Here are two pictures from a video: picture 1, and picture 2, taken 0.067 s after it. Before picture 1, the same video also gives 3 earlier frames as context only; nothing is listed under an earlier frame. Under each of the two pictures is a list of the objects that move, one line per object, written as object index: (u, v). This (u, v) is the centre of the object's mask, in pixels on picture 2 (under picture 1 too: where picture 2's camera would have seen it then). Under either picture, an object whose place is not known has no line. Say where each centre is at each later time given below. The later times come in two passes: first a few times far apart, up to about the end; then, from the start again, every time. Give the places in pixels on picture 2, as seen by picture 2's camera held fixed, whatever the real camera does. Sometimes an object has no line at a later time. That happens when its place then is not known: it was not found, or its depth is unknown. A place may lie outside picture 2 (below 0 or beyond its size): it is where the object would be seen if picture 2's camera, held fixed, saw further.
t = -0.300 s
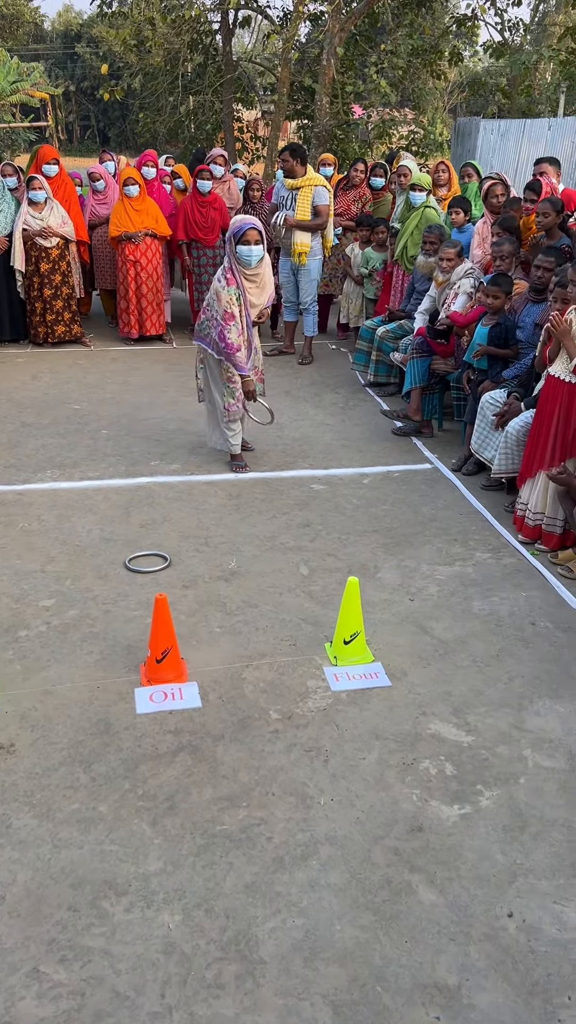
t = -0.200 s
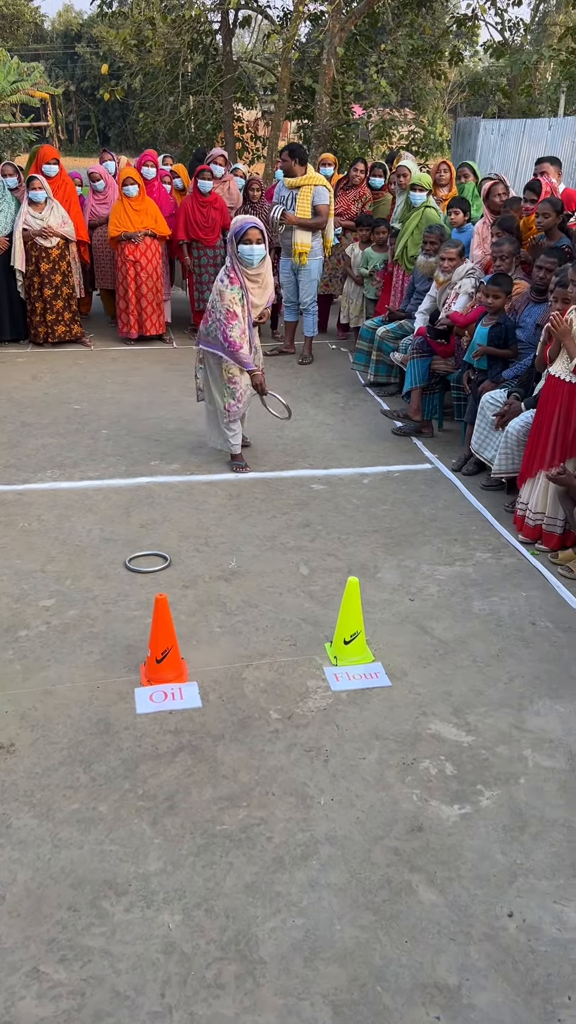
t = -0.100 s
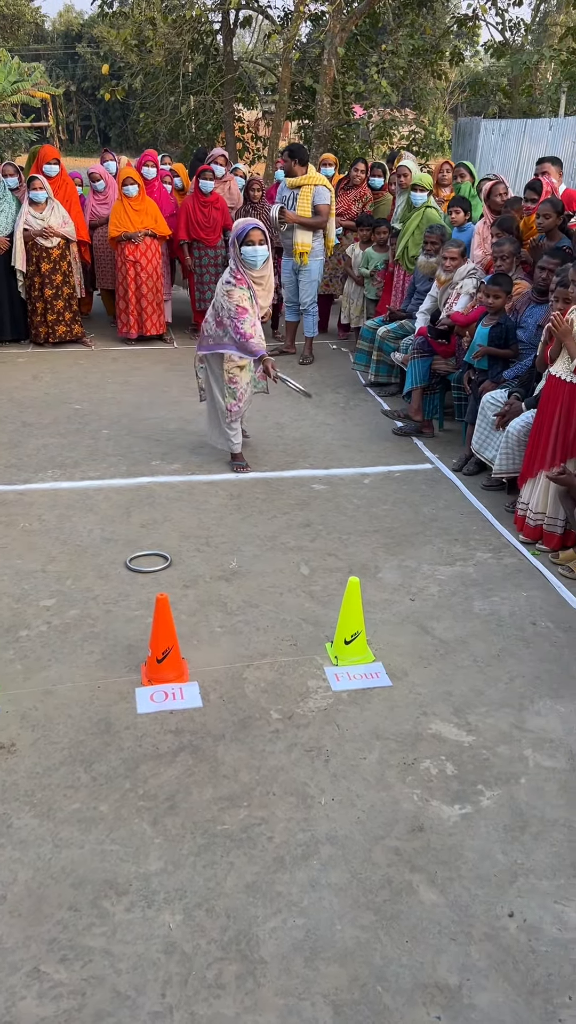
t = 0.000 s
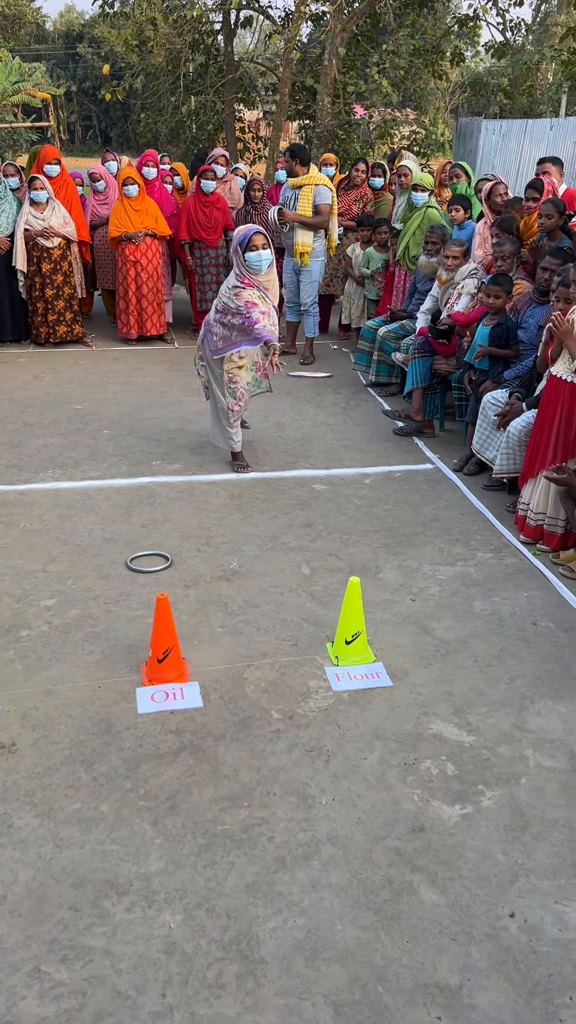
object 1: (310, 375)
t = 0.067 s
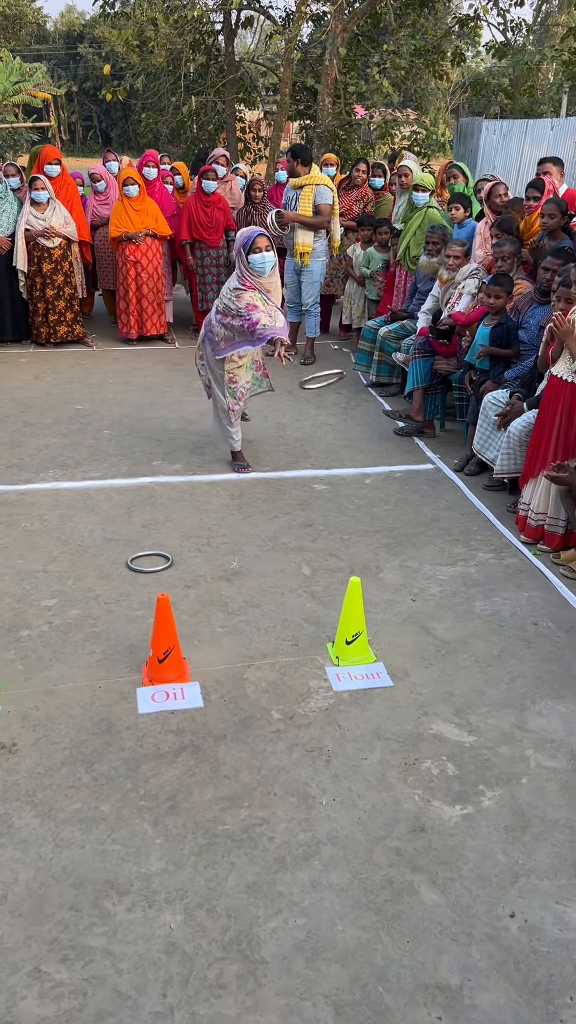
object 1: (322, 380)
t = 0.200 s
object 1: (346, 423)
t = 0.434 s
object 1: (395, 629)
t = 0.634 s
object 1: (430, 673)
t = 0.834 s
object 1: (455, 718)
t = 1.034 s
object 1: (476, 736)
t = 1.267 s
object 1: (478, 755)
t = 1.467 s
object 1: (455, 768)
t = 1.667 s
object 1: (445, 752)
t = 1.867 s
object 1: (435, 768)
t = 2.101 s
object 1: (420, 757)
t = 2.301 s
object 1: (410, 765)
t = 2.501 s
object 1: (401, 763)
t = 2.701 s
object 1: (396, 759)
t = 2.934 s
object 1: (391, 762)
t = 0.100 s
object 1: (327, 386)
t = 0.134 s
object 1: (334, 396)
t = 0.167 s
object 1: (340, 408)
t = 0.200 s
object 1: (346, 423)
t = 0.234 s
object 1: (353, 442)
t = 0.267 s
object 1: (360, 464)
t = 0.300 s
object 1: (367, 491)
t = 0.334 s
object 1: (374, 519)
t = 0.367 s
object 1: (382, 552)
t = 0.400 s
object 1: (389, 589)
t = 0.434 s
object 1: (395, 629)
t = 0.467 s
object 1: (408, 673)
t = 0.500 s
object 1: (409, 699)
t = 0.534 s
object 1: (415, 689)
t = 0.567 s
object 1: (420, 681)
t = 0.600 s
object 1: (425, 676)
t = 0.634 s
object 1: (430, 673)
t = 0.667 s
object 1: (434, 674)
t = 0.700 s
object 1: (438, 677)
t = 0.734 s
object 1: (443, 682)
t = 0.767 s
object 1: (447, 690)
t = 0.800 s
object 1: (451, 703)
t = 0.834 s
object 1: (455, 718)
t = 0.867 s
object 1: (460, 721)
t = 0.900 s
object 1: (465, 727)
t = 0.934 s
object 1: (471, 733)
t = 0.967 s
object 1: (472, 733)
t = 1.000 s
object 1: (474, 735)
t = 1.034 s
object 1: (476, 736)
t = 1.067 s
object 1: (478, 737)
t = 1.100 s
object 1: (479, 739)
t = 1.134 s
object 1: (480, 741)
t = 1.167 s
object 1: (480, 744)
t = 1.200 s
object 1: (480, 747)
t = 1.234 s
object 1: (479, 750)
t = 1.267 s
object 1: (478, 755)
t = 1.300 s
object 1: (476, 762)
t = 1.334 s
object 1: (471, 765)
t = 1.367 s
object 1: (467, 770)
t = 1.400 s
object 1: (463, 773)
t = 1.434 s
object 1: (459, 772)
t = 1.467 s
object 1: (455, 768)
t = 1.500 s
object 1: (451, 764)
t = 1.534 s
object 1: (450, 758)
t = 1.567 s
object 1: (447, 756)
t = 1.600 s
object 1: (446, 754)
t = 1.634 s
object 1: (445, 753)
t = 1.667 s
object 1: (445, 752)
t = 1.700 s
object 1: (444, 753)
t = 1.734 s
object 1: (444, 754)
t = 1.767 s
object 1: (443, 757)
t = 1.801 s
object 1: (440, 759)
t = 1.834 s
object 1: (438, 764)
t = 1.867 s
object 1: (435, 768)
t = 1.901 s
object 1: (432, 772)
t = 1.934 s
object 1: (428, 771)
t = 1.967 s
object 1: (426, 768)
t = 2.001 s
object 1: (425, 763)
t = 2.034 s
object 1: (424, 760)
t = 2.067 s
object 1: (422, 758)
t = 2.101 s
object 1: (420, 757)
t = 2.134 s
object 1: (421, 759)
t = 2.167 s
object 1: (418, 760)
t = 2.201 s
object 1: (415, 763)
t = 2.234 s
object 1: (414, 767)
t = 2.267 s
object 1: (412, 768)
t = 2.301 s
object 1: (410, 765)
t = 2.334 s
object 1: (408, 762)
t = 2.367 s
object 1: (407, 759)
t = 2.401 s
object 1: (406, 758)
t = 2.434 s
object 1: (405, 758)
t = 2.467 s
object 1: (404, 760)
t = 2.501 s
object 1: (401, 763)
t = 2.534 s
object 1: (400, 765)
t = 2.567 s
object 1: (400, 763)
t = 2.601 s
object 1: (399, 760)
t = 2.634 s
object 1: (398, 758)
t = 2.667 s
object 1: (397, 758)
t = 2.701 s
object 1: (396, 759)
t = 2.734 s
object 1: (395, 761)
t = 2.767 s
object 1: (394, 762)
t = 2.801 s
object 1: (394, 760)
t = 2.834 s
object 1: (394, 759)
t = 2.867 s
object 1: (393, 760)
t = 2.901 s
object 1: (392, 761)
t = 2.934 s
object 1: (391, 762)
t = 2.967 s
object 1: (389, 761)
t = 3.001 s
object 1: (384, 771)
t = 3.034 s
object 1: (376, 772)
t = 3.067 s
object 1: (379, 772)
